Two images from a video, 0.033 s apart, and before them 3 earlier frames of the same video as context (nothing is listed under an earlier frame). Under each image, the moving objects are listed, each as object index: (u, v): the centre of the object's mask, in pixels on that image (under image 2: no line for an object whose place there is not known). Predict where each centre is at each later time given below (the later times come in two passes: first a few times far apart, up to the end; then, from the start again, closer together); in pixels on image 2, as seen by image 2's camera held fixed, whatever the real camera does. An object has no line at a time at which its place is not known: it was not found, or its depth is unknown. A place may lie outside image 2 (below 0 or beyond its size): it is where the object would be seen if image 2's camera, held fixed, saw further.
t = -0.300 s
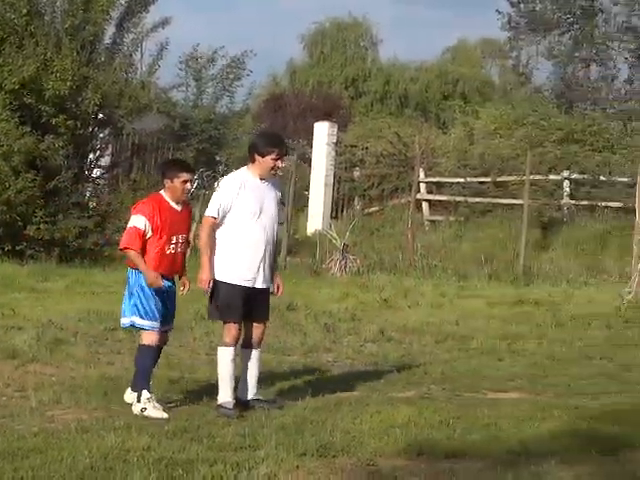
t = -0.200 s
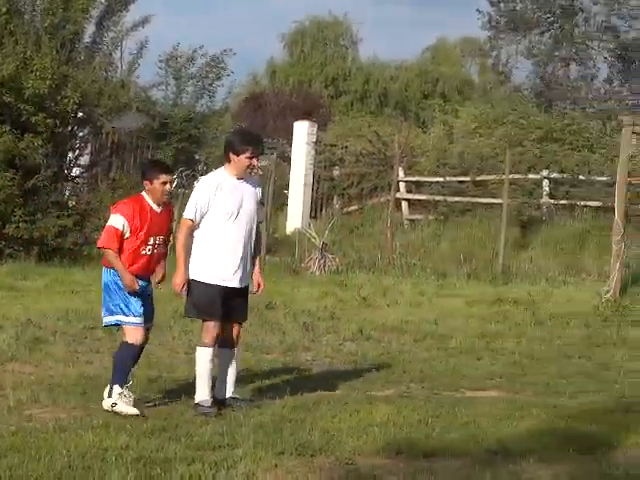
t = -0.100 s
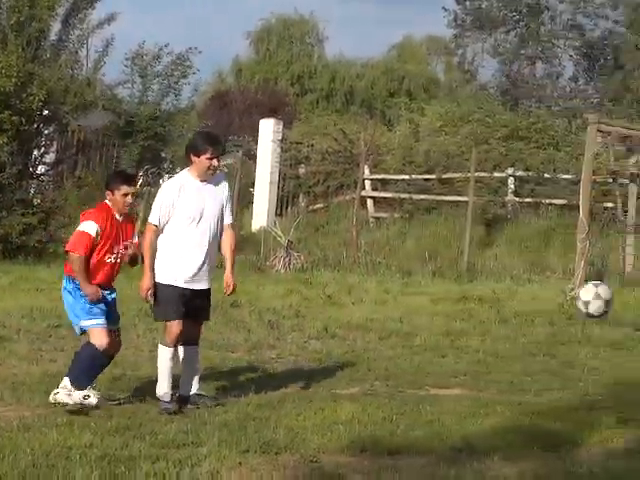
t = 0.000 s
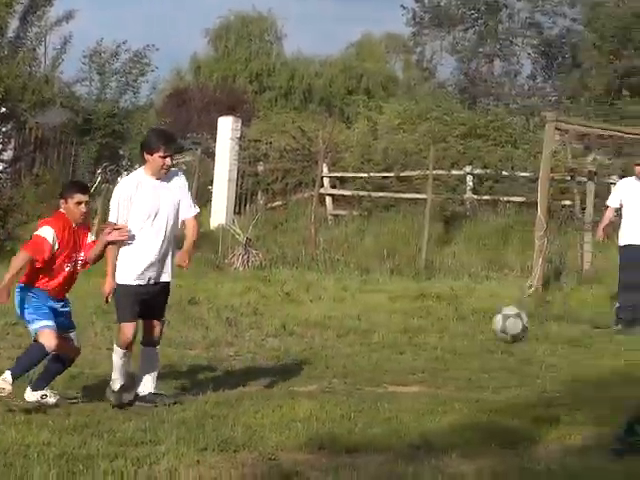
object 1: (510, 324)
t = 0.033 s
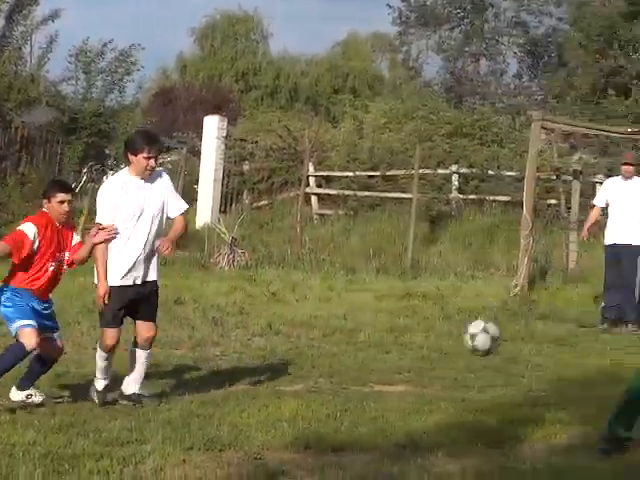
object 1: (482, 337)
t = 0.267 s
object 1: (379, 423)
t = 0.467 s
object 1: (296, 392)
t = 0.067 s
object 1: (468, 353)
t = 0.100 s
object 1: (453, 370)
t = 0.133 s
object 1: (437, 389)
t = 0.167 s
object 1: (422, 411)
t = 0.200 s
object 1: (408, 434)
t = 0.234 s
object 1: (392, 434)
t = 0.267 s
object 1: (379, 423)
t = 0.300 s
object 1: (365, 413)
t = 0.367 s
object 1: (338, 399)
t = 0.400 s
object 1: (324, 395)
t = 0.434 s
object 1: (310, 393)
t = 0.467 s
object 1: (296, 392)
